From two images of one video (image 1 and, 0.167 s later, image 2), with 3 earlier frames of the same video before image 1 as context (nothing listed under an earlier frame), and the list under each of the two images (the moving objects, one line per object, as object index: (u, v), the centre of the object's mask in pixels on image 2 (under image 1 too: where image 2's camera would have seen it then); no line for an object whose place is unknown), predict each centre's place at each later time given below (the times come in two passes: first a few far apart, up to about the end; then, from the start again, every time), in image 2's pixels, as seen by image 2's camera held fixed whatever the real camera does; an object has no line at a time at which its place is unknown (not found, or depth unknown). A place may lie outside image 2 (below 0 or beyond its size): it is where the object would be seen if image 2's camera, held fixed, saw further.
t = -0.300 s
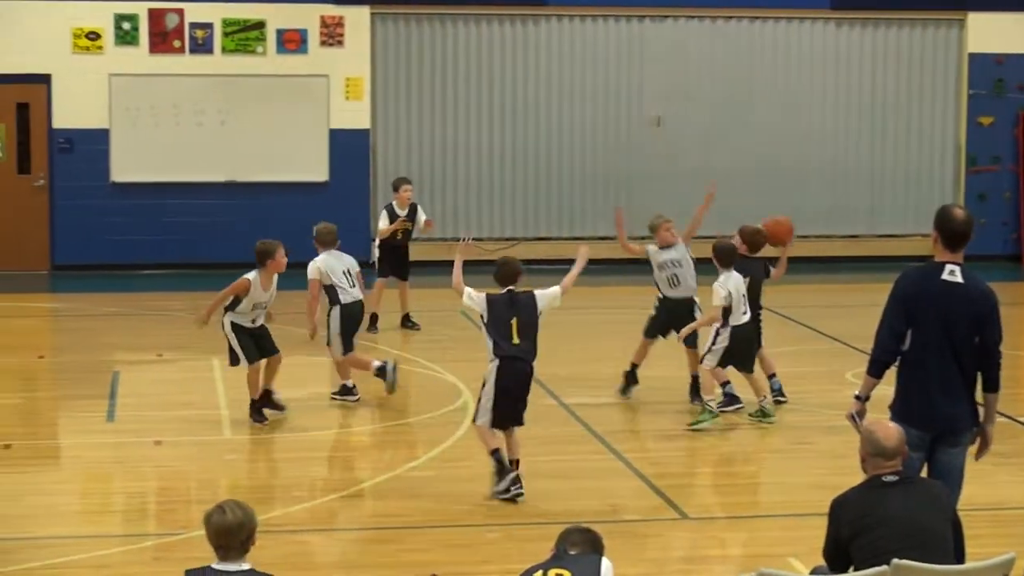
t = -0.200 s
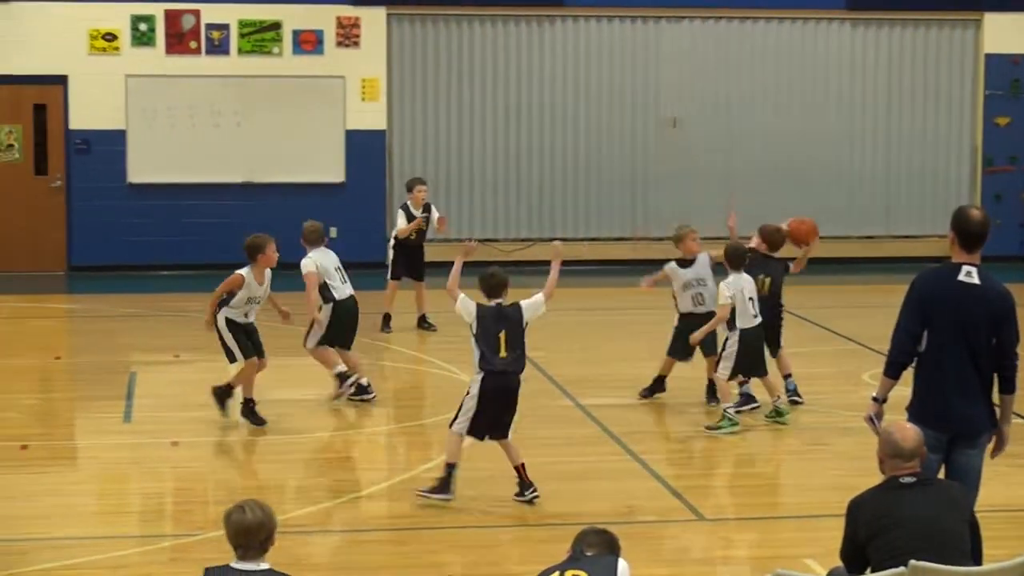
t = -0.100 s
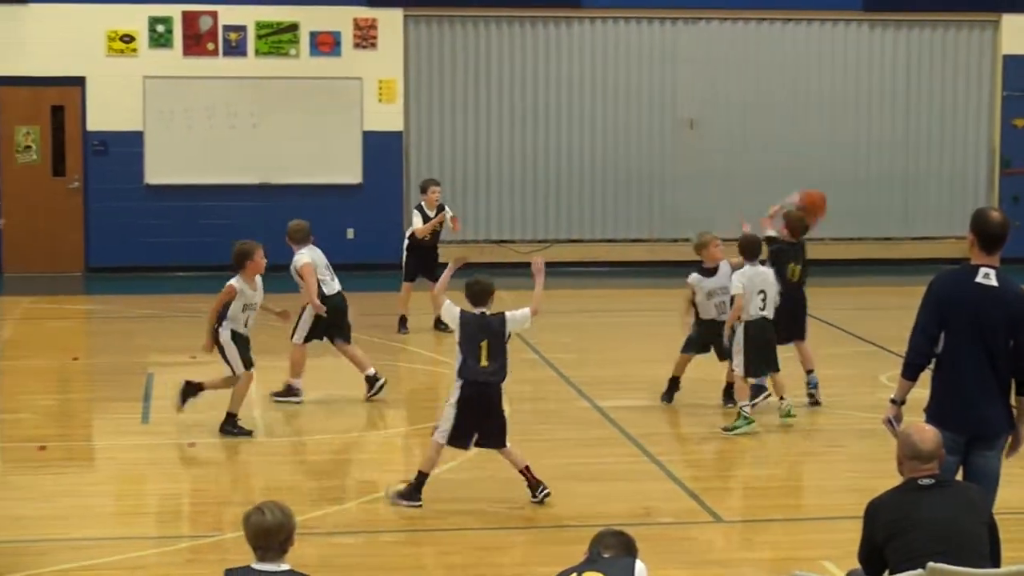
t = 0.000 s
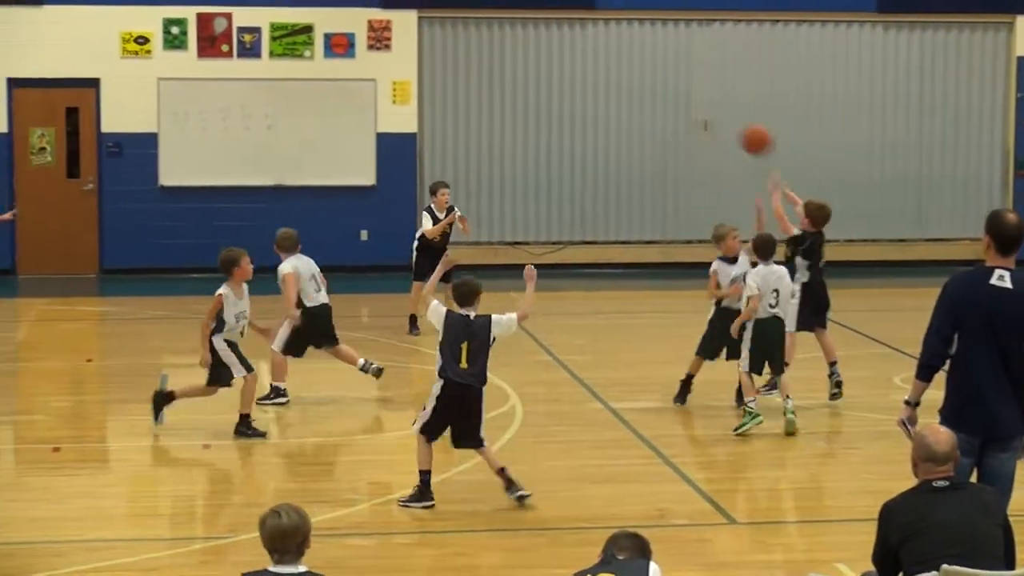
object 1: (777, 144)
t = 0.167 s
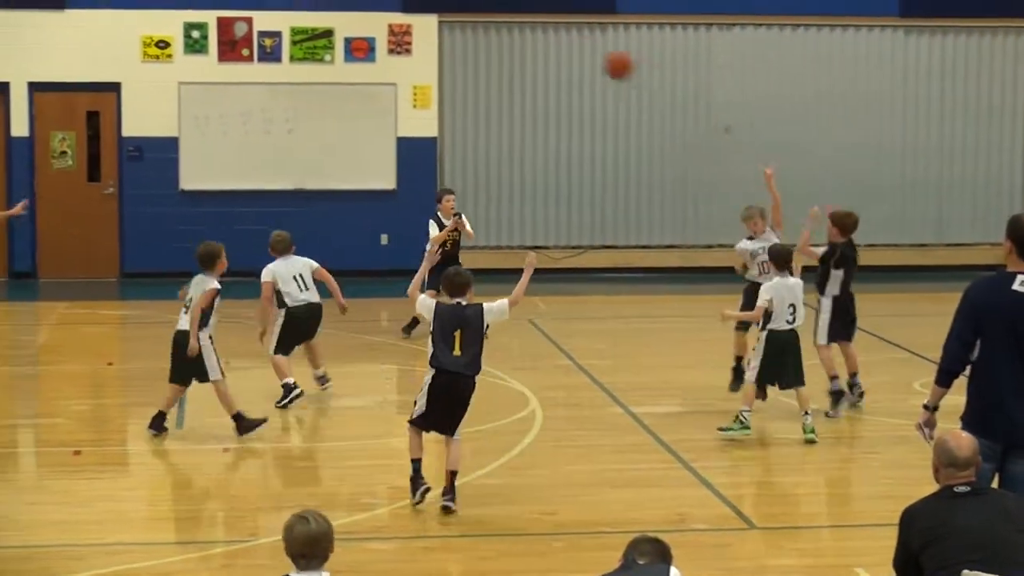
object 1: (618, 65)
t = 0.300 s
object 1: (498, 30)
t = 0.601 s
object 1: (245, 29)
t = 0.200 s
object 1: (589, 54)
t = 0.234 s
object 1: (557, 45)
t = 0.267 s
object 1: (527, 36)
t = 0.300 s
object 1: (498, 30)
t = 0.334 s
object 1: (468, 25)
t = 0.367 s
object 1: (440, 20)
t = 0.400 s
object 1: (411, 17)
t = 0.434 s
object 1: (383, 17)
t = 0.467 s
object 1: (355, 17)
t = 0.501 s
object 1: (327, 19)
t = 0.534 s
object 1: (300, 23)
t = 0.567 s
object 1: (274, 26)
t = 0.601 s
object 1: (245, 29)
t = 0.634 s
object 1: (222, 38)
